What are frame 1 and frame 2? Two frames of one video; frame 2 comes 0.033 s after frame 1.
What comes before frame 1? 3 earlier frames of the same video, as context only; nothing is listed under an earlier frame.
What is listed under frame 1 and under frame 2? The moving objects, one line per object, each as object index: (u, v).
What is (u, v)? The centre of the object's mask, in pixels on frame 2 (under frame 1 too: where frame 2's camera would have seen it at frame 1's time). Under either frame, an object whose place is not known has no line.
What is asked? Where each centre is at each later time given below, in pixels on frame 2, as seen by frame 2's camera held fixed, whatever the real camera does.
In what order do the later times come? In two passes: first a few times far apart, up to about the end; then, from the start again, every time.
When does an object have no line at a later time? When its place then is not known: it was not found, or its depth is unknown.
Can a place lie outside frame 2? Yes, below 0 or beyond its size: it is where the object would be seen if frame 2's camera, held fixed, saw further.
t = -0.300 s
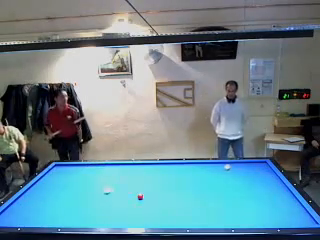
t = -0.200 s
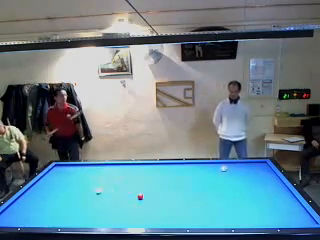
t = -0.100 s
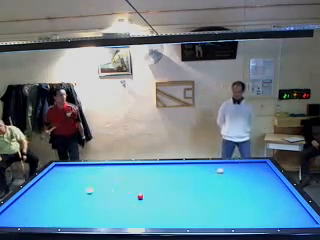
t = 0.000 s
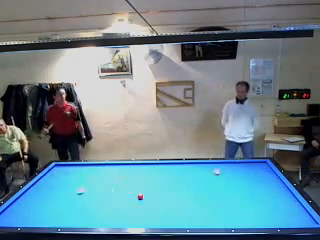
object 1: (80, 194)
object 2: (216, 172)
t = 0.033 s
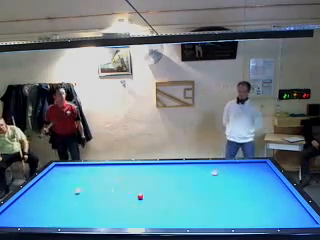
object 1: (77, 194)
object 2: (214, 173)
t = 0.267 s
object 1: (57, 193)
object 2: (206, 179)
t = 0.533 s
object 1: (35, 193)
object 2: (195, 183)
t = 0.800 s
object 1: (35, 191)
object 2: (183, 188)
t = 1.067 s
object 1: (48, 191)
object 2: (172, 193)
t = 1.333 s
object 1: (60, 191)
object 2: (160, 198)
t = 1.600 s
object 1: (71, 191)
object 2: (146, 204)
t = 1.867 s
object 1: (83, 192)
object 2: (133, 211)
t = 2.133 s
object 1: (95, 192)
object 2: (118, 217)
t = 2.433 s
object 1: (107, 192)
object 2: (101, 223)
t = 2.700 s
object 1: (119, 192)
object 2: (95, 221)
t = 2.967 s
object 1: (130, 193)
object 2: (89, 218)
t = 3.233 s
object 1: (139, 193)
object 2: (84, 215)
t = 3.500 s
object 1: (151, 193)
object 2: (79, 212)
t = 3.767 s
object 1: (161, 194)
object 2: (75, 209)
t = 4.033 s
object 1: (171, 194)
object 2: (72, 207)
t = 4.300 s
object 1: (180, 194)
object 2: (68, 204)
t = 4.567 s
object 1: (190, 193)
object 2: (65, 202)
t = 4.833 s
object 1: (199, 193)
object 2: (62, 200)
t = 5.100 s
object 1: (208, 192)
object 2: (59, 198)
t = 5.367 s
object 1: (217, 192)
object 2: (56, 196)
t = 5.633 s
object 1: (226, 193)
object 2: (54, 195)
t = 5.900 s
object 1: (234, 192)
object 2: (52, 194)
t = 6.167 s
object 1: (241, 193)
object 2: (49, 192)
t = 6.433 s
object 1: (249, 192)
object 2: (49, 191)
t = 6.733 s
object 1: (257, 192)
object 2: (47, 190)
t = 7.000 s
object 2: (45, 189)
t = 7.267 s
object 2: (44, 189)
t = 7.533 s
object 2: (43, 188)
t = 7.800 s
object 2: (42, 187)
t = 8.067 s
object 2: (41, 187)
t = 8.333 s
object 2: (40, 187)
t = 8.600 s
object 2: (40, 186)
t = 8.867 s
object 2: (39, 186)
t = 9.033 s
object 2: (39, 186)
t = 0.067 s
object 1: (75, 193)
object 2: (214, 176)
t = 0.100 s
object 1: (72, 193)
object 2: (212, 177)
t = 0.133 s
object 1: (69, 192)
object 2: (211, 178)
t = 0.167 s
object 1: (66, 192)
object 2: (211, 178)
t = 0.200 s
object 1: (63, 192)
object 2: (208, 178)
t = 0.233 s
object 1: (60, 193)
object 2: (208, 179)
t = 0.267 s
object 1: (57, 193)
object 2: (206, 179)
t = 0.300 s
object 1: (54, 193)
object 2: (204, 180)
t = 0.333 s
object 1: (51, 192)
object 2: (203, 180)
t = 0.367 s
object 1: (49, 192)
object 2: (201, 181)
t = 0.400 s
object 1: (46, 192)
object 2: (201, 181)
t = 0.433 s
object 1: (43, 193)
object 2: (200, 181)
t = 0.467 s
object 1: (40, 193)
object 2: (198, 182)
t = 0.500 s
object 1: (38, 192)
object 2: (196, 182)
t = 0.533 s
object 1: (35, 193)
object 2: (195, 183)
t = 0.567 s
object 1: (32, 192)
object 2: (194, 184)
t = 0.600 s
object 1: (29, 191)
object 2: (192, 184)
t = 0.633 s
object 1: (28, 191)
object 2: (191, 185)
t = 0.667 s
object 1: (29, 191)
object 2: (189, 185)
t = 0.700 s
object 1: (31, 191)
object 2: (188, 186)
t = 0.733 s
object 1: (32, 192)
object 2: (187, 187)
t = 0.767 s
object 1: (34, 191)
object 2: (185, 187)
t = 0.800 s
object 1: (35, 191)
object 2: (183, 188)
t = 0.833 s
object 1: (36, 191)
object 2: (182, 188)
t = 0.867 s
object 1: (39, 191)
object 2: (180, 189)
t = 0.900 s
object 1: (40, 191)
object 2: (179, 189)
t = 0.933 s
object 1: (41, 191)
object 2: (178, 190)
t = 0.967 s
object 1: (43, 191)
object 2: (176, 191)
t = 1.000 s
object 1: (44, 191)
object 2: (175, 191)
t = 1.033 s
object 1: (46, 191)
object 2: (173, 192)
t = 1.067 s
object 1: (48, 191)
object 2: (172, 193)
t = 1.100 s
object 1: (49, 191)
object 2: (171, 193)
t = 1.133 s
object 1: (50, 191)
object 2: (169, 194)
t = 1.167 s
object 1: (52, 191)
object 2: (167, 195)
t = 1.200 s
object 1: (53, 191)
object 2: (166, 195)
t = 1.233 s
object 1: (55, 191)
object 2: (164, 196)
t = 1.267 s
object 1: (57, 191)
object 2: (163, 197)
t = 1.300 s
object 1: (58, 191)
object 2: (161, 198)
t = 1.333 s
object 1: (60, 191)
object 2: (160, 198)
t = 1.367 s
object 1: (62, 191)
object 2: (158, 199)
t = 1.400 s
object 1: (62, 191)
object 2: (156, 200)
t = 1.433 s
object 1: (64, 192)
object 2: (154, 200)
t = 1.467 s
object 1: (66, 191)
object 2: (152, 202)
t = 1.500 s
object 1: (67, 191)
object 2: (151, 202)
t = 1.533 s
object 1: (68, 191)
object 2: (150, 203)
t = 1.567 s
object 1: (70, 191)
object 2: (148, 204)
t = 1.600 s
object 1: (71, 191)
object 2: (146, 204)
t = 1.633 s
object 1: (73, 191)
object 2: (144, 205)
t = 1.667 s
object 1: (75, 191)
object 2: (142, 206)
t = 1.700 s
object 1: (76, 191)
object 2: (141, 207)
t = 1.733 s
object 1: (77, 191)
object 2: (140, 207)
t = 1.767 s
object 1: (79, 192)
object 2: (138, 208)
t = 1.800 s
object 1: (80, 192)
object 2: (136, 209)
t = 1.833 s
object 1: (82, 192)
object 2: (134, 210)
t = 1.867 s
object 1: (83, 192)
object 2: (133, 211)
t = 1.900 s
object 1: (85, 191)
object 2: (131, 212)
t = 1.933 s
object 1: (86, 191)
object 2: (129, 212)
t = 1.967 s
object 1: (88, 191)
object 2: (128, 213)
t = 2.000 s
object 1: (90, 191)
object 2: (125, 214)
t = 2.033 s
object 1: (91, 192)
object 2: (123, 215)
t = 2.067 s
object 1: (92, 191)
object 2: (122, 215)
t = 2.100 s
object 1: (93, 191)
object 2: (120, 216)
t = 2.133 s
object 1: (95, 192)
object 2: (118, 217)
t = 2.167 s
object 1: (97, 192)
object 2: (116, 218)
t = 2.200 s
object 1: (98, 191)
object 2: (114, 219)
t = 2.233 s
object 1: (99, 192)
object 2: (113, 220)
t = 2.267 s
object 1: (101, 192)
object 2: (110, 220)
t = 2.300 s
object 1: (102, 192)
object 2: (108, 221)
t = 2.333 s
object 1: (103, 192)
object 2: (107, 222)
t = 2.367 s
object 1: (105, 192)
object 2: (105, 222)
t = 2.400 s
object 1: (106, 191)
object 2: (103, 222)
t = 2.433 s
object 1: (107, 192)
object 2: (101, 223)
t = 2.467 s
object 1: (109, 192)
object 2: (100, 223)
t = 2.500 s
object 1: (110, 192)
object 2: (100, 222)
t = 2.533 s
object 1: (112, 192)
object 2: (99, 222)
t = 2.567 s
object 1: (114, 192)
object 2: (98, 222)
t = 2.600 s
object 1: (115, 192)
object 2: (97, 222)
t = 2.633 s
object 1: (116, 192)
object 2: (97, 222)
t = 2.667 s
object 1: (117, 193)
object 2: (96, 221)
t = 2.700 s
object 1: (119, 192)
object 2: (95, 221)
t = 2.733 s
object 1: (120, 193)
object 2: (94, 221)
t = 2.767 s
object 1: (122, 193)
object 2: (93, 220)
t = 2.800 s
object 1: (123, 193)
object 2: (93, 220)
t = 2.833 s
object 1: (125, 193)
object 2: (91, 219)
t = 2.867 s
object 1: (126, 193)
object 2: (91, 219)
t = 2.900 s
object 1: (127, 193)
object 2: (90, 218)
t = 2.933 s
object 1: (128, 193)
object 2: (90, 218)
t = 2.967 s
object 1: (130, 193)
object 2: (89, 218)
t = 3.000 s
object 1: (131, 193)
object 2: (88, 217)
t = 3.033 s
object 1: (132, 193)
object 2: (88, 217)
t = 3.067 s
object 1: (134, 193)
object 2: (87, 216)
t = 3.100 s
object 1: (135, 192)
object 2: (86, 216)
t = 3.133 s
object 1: (135, 193)
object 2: (86, 216)
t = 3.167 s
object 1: (135, 193)
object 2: (85, 215)
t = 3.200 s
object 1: (137, 193)
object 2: (85, 215)
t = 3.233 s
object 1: (139, 193)
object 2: (84, 215)
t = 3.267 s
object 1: (140, 193)
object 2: (84, 214)
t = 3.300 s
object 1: (142, 193)
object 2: (83, 214)
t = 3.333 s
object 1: (143, 193)
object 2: (83, 213)
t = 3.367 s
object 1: (146, 193)
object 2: (82, 213)
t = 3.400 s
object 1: (147, 193)
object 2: (82, 212)
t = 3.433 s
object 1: (148, 193)
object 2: (81, 212)
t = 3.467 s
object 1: (150, 193)
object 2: (80, 212)
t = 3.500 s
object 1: (151, 193)
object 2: (79, 212)
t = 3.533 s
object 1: (152, 194)
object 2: (79, 212)
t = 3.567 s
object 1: (154, 194)
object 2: (78, 211)
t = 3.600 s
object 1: (155, 194)
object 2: (78, 211)
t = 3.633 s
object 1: (156, 194)
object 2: (78, 210)
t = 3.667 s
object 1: (157, 195)
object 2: (77, 210)
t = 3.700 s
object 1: (158, 194)
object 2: (76, 210)
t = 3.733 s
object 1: (160, 194)
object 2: (76, 210)
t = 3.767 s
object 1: (161, 194)
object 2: (75, 209)
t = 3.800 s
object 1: (163, 195)
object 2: (75, 209)
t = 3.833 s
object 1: (164, 195)
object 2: (75, 209)
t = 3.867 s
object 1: (166, 194)
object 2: (74, 208)
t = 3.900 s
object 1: (166, 194)
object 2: (74, 208)
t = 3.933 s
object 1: (167, 194)
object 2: (74, 208)
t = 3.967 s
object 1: (169, 194)
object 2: (73, 207)
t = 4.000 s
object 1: (170, 195)
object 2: (72, 207)
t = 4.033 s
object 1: (171, 194)
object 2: (72, 207)
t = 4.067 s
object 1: (172, 194)
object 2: (71, 206)
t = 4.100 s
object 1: (173, 194)
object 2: (71, 206)
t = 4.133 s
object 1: (174, 195)
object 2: (71, 206)
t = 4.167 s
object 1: (175, 194)
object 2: (70, 205)
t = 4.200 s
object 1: (177, 194)
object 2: (69, 205)
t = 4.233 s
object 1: (179, 194)
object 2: (69, 205)
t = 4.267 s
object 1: (179, 194)
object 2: (69, 204)
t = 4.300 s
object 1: (180, 194)
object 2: (68, 204)
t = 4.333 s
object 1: (182, 194)
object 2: (68, 204)
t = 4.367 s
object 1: (183, 194)
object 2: (68, 204)
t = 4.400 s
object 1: (184, 194)
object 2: (67, 203)
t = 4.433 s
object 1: (186, 193)
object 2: (67, 203)
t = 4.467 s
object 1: (187, 193)
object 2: (66, 203)
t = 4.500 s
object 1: (188, 193)
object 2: (66, 203)
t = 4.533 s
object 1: (189, 193)
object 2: (65, 202)
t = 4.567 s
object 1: (190, 193)
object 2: (65, 202)
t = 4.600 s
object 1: (191, 193)
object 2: (64, 202)
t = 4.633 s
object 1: (192, 193)
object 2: (64, 202)
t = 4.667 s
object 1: (194, 193)
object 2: (64, 201)
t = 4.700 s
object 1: (195, 193)
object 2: (63, 201)
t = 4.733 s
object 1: (196, 193)
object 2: (63, 201)
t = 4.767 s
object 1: (197, 193)
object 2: (63, 200)
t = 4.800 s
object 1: (198, 193)
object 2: (62, 200)
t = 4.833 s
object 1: (199, 193)
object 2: (62, 200)
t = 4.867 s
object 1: (200, 193)
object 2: (62, 200)
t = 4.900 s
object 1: (202, 193)
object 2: (61, 200)
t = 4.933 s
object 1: (203, 193)
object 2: (61, 199)
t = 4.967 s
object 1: (204, 193)
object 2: (60, 199)
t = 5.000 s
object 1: (205, 193)
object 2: (60, 199)
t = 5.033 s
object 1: (206, 193)
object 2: (60, 199)
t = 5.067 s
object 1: (207, 193)
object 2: (59, 198)
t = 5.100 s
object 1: (208, 192)
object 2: (59, 198)
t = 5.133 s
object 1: (209, 193)
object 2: (59, 198)
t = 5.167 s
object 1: (211, 193)
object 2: (58, 198)
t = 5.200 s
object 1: (212, 193)
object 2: (58, 198)
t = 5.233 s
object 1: (212, 193)
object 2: (58, 198)
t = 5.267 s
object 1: (214, 193)
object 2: (58, 197)
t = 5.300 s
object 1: (215, 193)
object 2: (57, 197)
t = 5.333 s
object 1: (216, 193)
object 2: (57, 197)
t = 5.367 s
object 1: (217, 192)
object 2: (56, 196)
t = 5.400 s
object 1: (218, 192)
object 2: (56, 196)
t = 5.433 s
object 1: (219, 192)
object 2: (56, 196)
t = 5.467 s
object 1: (220, 192)
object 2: (56, 196)
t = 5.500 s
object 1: (221, 193)
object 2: (55, 196)
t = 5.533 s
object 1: (222, 192)
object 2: (55, 196)
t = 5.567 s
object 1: (224, 193)
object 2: (55, 196)
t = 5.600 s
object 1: (225, 193)
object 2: (54, 195)
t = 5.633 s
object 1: (226, 193)
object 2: (54, 195)
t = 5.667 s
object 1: (227, 193)
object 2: (54, 195)
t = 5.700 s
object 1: (228, 193)
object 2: (54, 195)
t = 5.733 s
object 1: (229, 193)
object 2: (54, 194)
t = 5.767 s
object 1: (230, 192)
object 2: (53, 194)
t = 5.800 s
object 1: (231, 192)
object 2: (53, 194)
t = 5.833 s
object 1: (232, 192)
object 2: (53, 194)
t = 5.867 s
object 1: (233, 193)
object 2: (53, 194)
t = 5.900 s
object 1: (234, 192)
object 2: (52, 194)
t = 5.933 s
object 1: (235, 193)
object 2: (52, 194)
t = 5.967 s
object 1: (236, 192)
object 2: (52, 194)
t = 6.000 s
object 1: (236, 193)
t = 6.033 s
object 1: (238, 193)
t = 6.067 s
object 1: (239, 193)
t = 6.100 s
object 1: (240, 193)
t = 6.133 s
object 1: (241, 193)
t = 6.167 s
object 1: (241, 193)
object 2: (49, 192)
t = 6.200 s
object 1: (243, 193)
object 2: (51, 194)
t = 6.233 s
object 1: (244, 193)
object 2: (50, 193)
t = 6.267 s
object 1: (244, 192)
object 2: (51, 193)
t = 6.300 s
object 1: (245, 193)
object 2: (50, 192)
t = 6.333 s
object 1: (246, 193)
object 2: (50, 191)
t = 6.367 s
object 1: (247, 193)
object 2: (50, 192)
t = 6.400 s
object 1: (248, 192)
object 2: (49, 191)
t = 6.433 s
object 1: (249, 192)
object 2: (49, 191)
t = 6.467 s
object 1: (249, 192)
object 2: (49, 191)
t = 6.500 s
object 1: (251, 192)
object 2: (49, 191)
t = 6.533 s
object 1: (252, 192)
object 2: (49, 191)
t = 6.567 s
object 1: (252, 192)
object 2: (48, 191)
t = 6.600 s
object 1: (254, 192)
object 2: (48, 191)
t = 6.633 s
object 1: (255, 192)
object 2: (48, 191)
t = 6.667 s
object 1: (256, 193)
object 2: (48, 191)
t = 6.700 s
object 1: (256, 192)
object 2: (47, 190)
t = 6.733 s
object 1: (257, 192)
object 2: (47, 190)
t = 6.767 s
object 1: (258, 192)
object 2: (47, 190)
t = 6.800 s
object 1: (259, 192)
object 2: (47, 190)
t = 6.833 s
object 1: (260, 192)
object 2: (46, 190)
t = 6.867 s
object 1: (261, 192)
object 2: (46, 190)
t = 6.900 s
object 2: (46, 190)
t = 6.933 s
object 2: (46, 190)
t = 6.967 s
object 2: (46, 190)
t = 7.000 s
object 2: (45, 189)
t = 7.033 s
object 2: (45, 189)
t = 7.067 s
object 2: (45, 189)
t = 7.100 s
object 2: (45, 189)
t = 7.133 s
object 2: (44, 189)
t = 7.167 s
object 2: (44, 189)
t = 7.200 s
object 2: (44, 189)
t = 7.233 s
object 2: (44, 189)
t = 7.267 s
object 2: (44, 189)
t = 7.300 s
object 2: (44, 188)
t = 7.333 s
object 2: (44, 188)
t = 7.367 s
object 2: (44, 188)
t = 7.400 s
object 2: (43, 188)
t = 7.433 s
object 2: (43, 188)
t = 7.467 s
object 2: (43, 188)
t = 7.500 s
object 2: (43, 188)
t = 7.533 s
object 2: (43, 188)
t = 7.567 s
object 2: (43, 188)
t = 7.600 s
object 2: (43, 188)
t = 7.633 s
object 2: (43, 188)
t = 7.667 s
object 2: (43, 188)
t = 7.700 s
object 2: (43, 187)
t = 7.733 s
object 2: (42, 187)
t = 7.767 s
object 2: (42, 187)
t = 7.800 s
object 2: (42, 187)
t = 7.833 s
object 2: (42, 187)
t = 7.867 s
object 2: (42, 187)
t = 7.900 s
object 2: (42, 187)
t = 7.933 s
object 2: (41, 187)
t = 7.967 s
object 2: (41, 187)
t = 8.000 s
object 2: (41, 187)
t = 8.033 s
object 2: (41, 187)
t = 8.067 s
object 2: (41, 187)
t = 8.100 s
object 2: (41, 187)
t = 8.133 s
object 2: (41, 187)
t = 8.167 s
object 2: (41, 187)
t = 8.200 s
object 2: (41, 187)
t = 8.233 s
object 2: (41, 187)
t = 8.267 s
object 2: (41, 187)
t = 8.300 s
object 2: (40, 187)
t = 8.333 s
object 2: (40, 187)
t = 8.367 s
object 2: (40, 187)
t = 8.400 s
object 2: (40, 187)
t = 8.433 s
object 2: (40, 187)
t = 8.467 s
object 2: (40, 187)
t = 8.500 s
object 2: (40, 187)
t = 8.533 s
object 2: (40, 187)
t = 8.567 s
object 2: (40, 187)
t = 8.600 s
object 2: (40, 186)
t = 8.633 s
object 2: (40, 186)
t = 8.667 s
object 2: (40, 186)
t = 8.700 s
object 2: (39, 186)
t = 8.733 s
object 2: (39, 186)
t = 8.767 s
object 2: (39, 186)
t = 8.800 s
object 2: (39, 186)
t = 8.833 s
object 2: (39, 186)
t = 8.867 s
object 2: (39, 186)
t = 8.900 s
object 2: (39, 186)
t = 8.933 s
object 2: (39, 186)
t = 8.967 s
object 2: (39, 186)
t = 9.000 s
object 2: (39, 186)
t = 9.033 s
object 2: (39, 186)
